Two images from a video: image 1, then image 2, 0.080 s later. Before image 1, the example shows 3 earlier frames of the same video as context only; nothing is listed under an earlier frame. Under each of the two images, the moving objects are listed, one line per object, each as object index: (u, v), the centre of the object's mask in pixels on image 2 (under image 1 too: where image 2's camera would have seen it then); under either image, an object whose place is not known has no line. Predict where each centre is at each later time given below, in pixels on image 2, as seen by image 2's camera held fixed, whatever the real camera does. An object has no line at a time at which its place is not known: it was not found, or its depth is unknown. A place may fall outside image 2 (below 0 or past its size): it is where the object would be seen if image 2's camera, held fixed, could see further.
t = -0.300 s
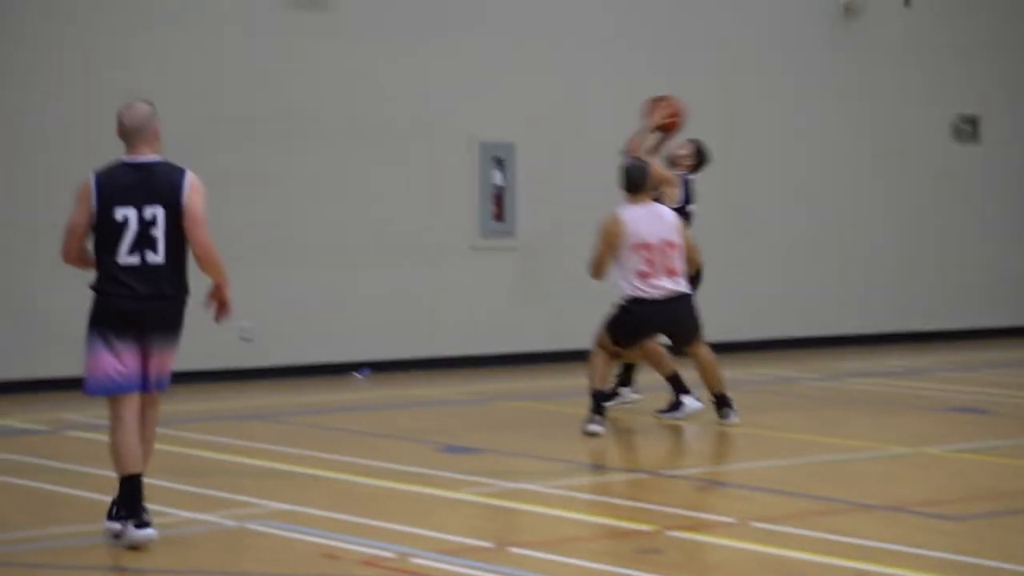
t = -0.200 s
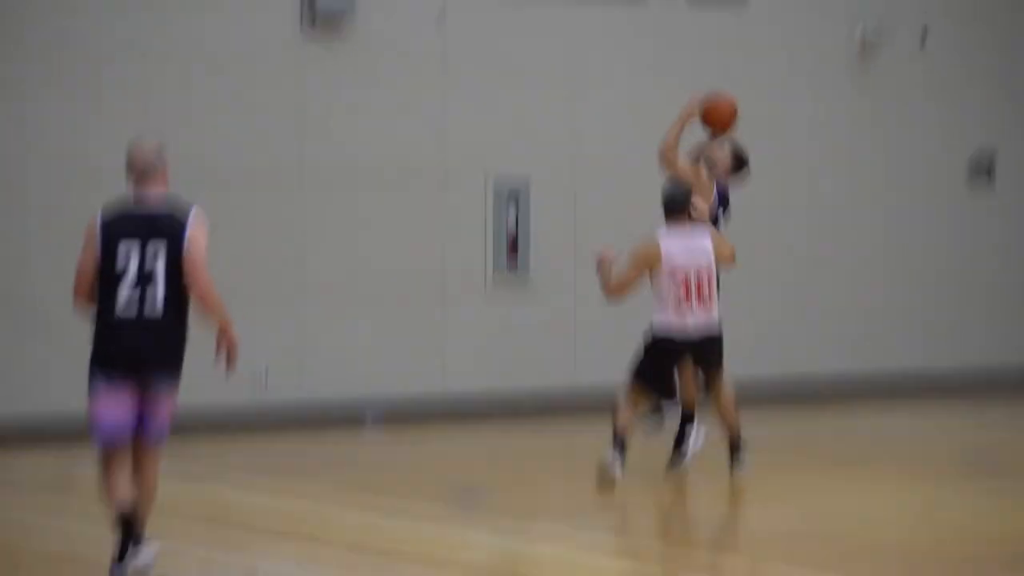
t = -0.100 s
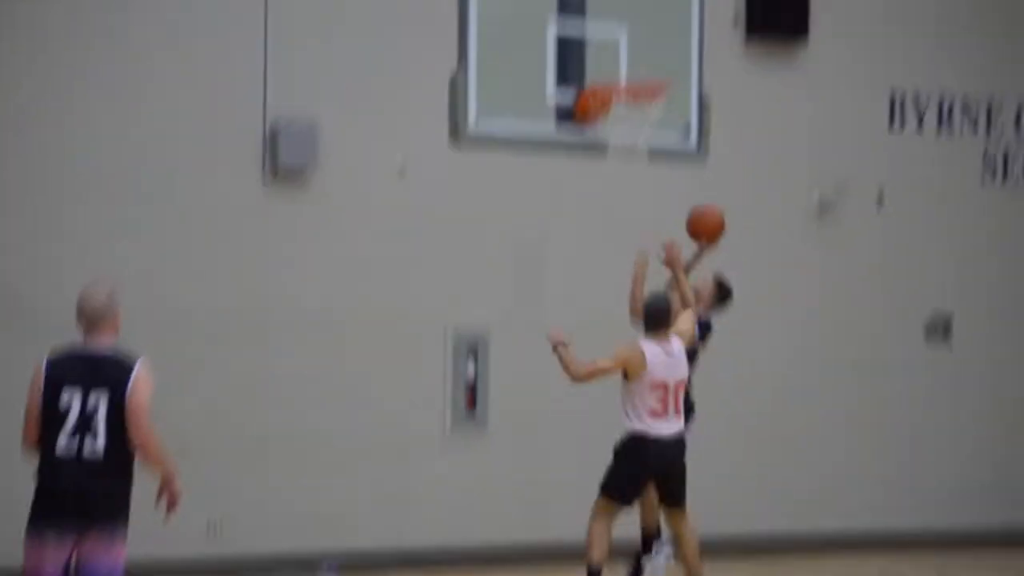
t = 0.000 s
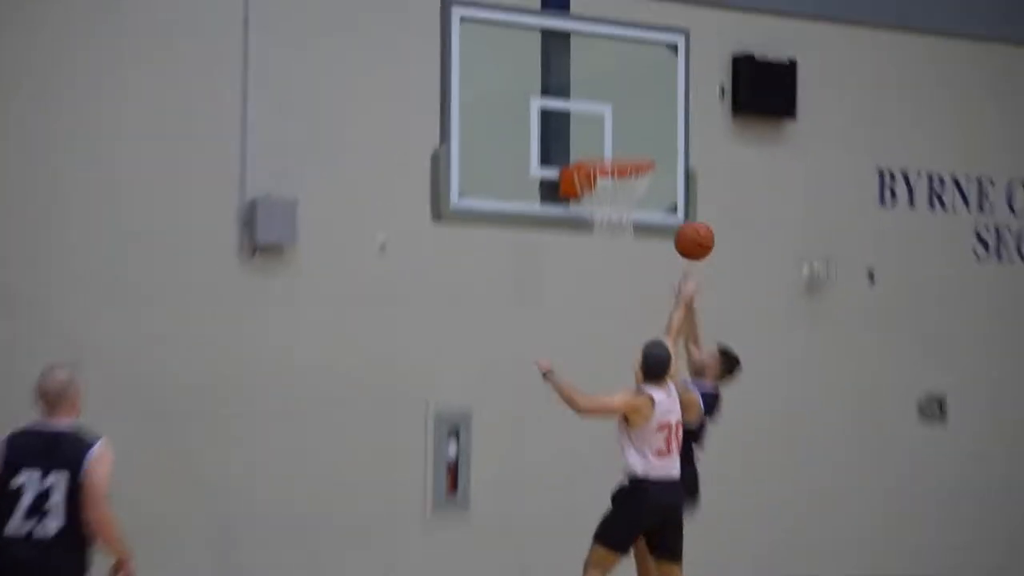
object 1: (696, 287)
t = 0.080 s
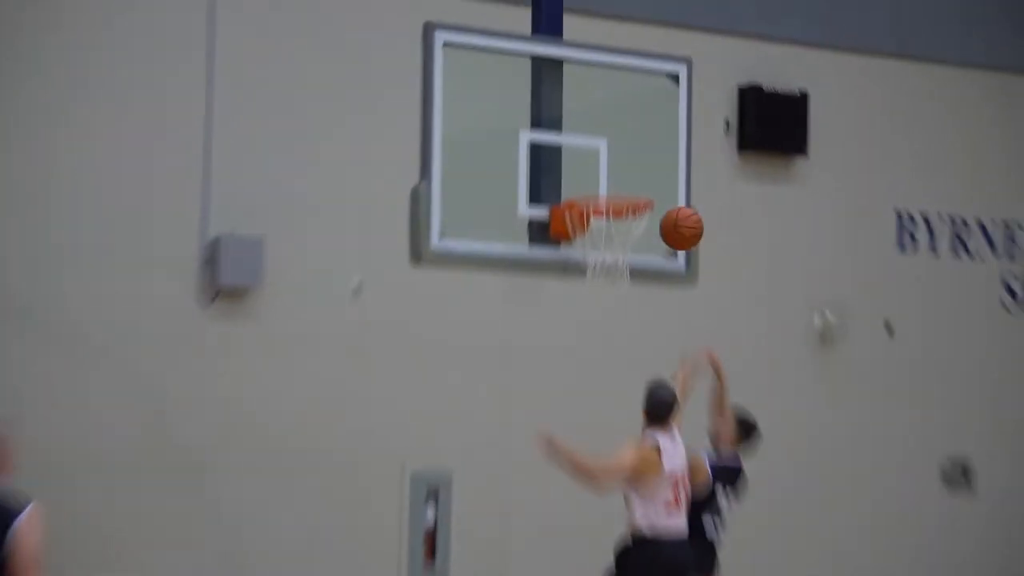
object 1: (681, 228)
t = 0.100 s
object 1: (678, 216)
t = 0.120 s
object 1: (674, 204)
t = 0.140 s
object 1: (670, 192)
